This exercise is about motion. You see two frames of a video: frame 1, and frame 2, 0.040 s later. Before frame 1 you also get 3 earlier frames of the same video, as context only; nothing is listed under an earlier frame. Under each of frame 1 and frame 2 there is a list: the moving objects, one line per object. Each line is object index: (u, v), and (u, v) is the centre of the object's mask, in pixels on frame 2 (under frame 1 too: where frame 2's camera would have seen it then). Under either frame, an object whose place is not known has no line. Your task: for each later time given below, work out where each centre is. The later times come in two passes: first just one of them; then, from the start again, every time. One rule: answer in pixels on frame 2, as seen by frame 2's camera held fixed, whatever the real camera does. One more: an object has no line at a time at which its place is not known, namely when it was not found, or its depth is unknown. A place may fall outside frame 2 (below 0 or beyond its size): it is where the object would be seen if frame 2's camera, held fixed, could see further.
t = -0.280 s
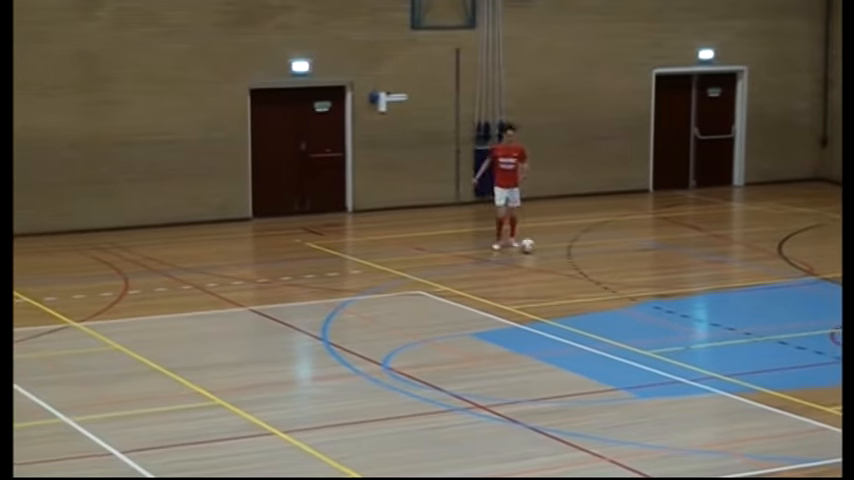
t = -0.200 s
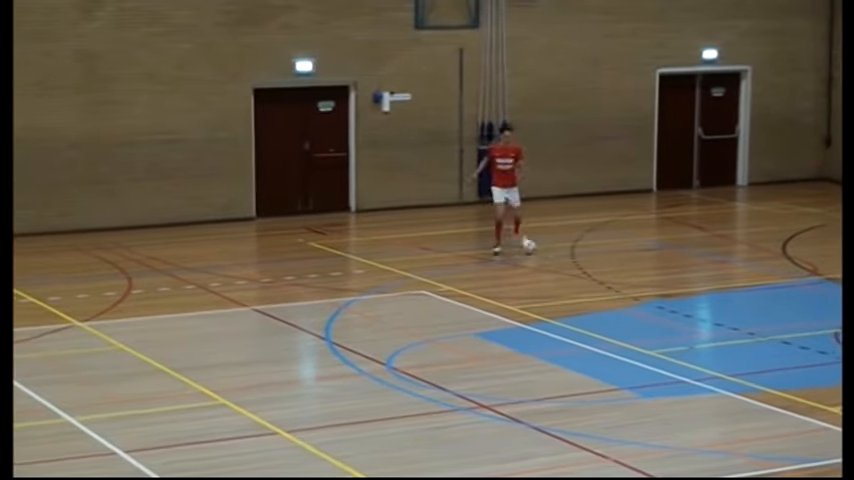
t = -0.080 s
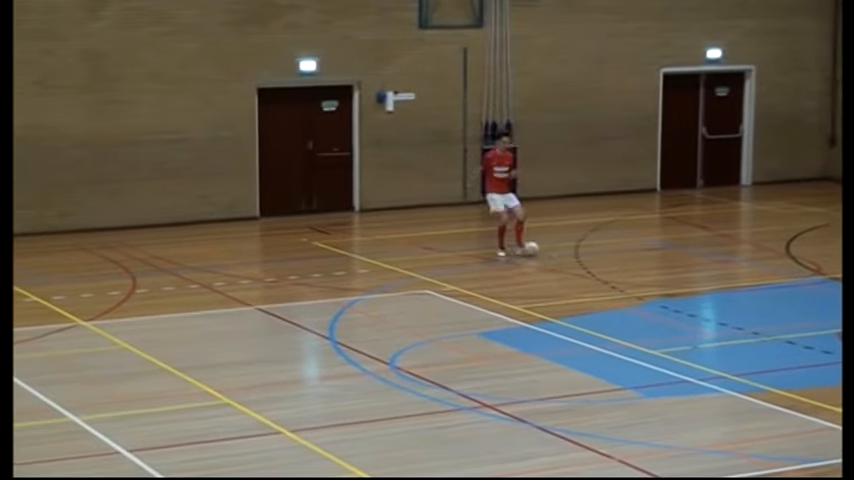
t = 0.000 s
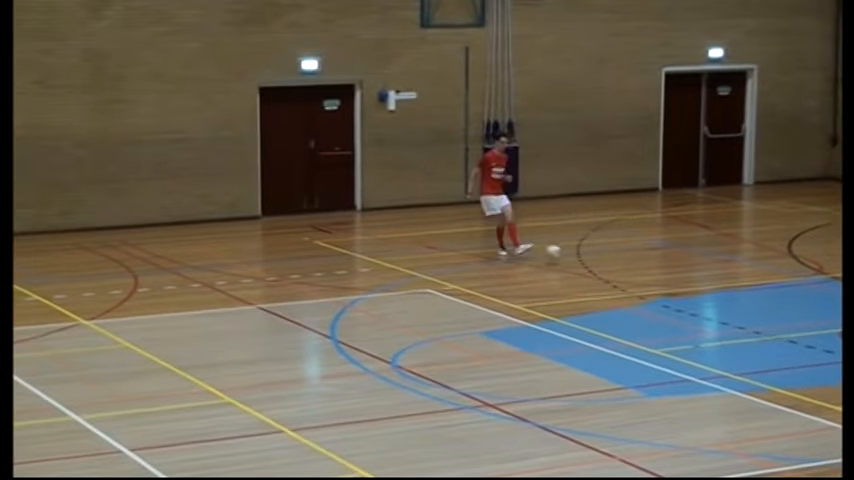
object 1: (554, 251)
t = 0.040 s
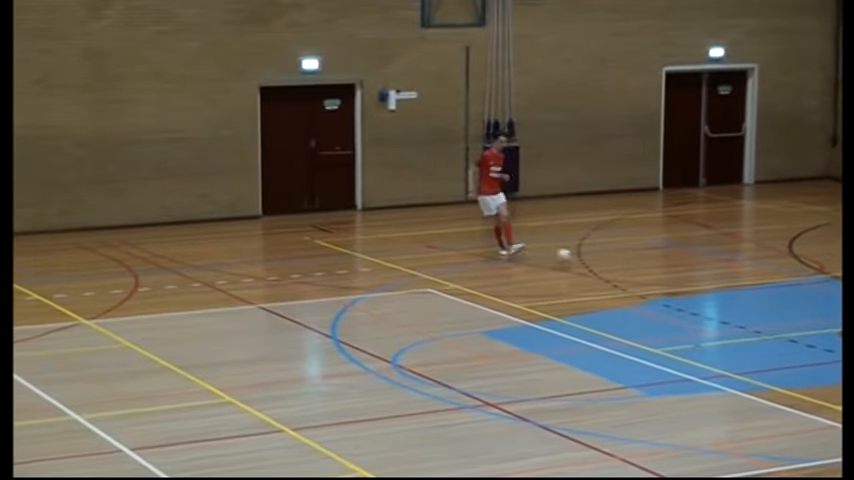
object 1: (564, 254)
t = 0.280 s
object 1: (624, 286)
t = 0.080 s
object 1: (574, 260)
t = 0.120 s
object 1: (586, 269)
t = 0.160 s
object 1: (595, 274)
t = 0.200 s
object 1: (604, 274)
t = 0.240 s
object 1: (615, 280)
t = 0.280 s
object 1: (624, 286)
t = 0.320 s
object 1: (633, 289)
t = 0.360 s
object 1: (642, 294)
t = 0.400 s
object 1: (652, 298)
